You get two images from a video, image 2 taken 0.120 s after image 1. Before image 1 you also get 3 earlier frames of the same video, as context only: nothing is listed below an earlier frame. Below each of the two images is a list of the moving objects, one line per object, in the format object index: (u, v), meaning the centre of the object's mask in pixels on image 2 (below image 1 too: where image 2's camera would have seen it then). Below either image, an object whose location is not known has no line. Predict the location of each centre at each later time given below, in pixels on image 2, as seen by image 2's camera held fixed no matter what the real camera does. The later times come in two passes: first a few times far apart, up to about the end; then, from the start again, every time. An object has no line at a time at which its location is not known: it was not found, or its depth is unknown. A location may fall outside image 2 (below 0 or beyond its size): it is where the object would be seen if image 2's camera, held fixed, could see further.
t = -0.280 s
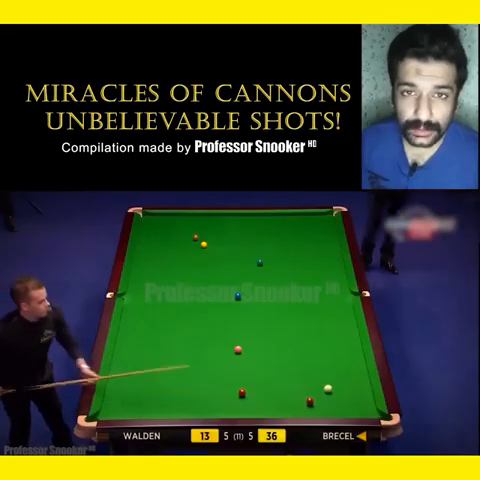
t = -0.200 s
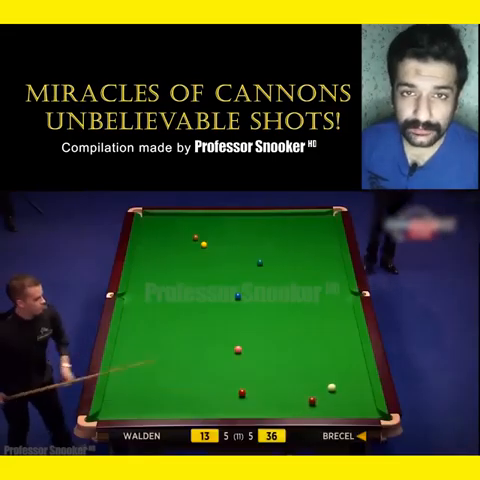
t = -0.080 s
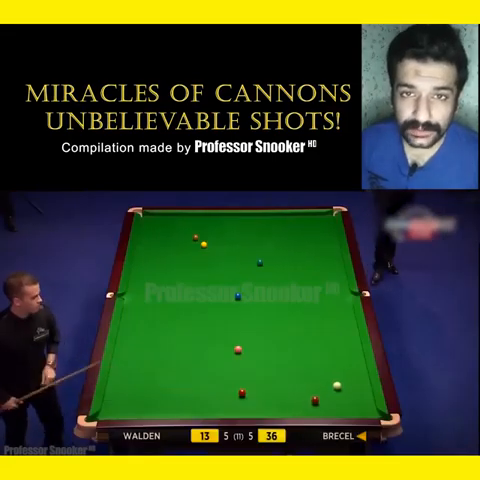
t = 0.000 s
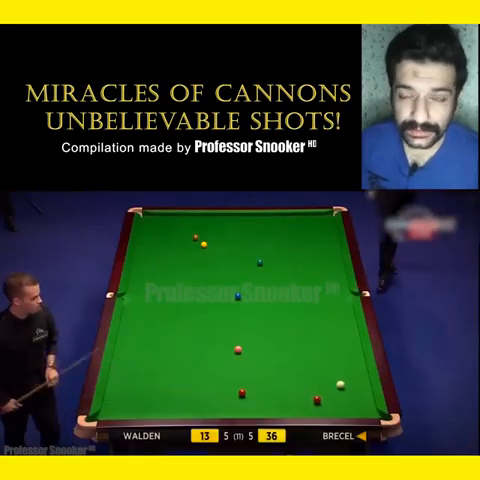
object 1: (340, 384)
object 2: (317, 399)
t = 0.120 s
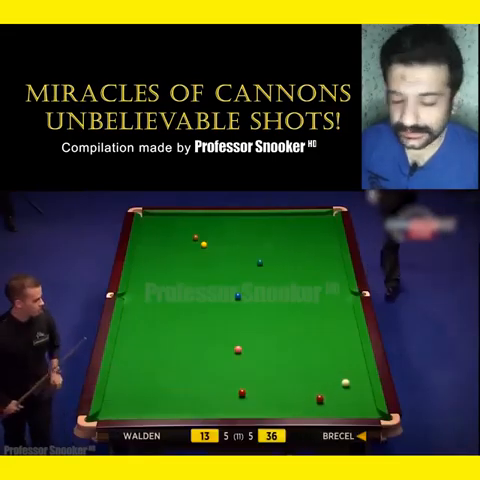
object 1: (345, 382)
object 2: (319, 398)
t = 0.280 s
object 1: (351, 380)
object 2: (322, 397)
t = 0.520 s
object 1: (361, 378)
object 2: (327, 396)
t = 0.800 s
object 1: (361, 375)
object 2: (332, 395)
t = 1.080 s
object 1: (355, 373)
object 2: (336, 394)
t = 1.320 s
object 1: (349, 371)
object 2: (338, 393)
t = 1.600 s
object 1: (344, 370)
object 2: (340, 393)
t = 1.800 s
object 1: (341, 369)
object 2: (341, 393)
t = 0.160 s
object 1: (346, 382)
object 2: (320, 398)
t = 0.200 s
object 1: (348, 382)
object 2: (321, 397)
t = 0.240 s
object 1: (350, 381)
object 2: (322, 398)
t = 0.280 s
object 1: (351, 380)
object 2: (322, 397)
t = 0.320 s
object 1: (353, 380)
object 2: (323, 397)
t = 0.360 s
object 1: (355, 379)
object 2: (324, 396)
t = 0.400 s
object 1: (356, 379)
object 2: (325, 397)
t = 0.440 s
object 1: (358, 378)
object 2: (326, 396)
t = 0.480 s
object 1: (359, 378)
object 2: (327, 396)
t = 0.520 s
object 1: (361, 378)
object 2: (327, 396)
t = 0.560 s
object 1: (362, 377)
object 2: (328, 396)
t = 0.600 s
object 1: (364, 377)
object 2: (329, 396)
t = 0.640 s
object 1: (365, 376)
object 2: (329, 396)
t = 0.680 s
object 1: (364, 376)
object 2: (330, 396)
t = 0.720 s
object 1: (363, 375)
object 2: (330, 395)
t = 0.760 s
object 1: (362, 375)
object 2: (331, 395)
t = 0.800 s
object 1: (361, 375)
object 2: (332, 395)
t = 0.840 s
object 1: (360, 375)
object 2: (332, 394)
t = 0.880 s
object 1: (359, 374)
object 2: (333, 394)
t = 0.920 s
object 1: (358, 374)
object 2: (333, 394)
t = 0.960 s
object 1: (357, 374)
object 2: (334, 394)
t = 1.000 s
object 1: (356, 373)
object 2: (335, 394)
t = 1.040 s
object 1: (355, 373)
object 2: (335, 394)
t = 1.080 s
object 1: (355, 373)
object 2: (336, 394)
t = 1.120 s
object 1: (354, 373)
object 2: (336, 394)
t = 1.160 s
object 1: (353, 372)
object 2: (336, 394)
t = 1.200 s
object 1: (352, 372)
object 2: (336, 394)
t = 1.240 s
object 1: (351, 372)
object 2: (337, 393)
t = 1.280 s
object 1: (351, 372)
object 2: (337, 394)
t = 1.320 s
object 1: (349, 371)
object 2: (338, 393)
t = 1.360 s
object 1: (349, 371)
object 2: (338, 393)
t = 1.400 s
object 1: (348, 371)
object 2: (338, 393)
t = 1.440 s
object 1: (347, 371)
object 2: (339, 393)
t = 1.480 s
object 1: (347, 370)
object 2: (339, 393)
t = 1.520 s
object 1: (346, 370)
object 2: (339, 393)
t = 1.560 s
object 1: (345, 370)
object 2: (340, 393)
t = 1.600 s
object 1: (344, 370)
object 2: (340, 393)
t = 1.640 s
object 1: (344, 370)
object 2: (340, 393)
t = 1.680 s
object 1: (343, 370)
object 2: (340, 393)
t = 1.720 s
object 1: (343, 369)
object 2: (340, 393)
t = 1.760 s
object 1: (342, 369)
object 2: (340, 393)
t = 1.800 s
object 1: (341, 369)
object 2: (341, 393)
